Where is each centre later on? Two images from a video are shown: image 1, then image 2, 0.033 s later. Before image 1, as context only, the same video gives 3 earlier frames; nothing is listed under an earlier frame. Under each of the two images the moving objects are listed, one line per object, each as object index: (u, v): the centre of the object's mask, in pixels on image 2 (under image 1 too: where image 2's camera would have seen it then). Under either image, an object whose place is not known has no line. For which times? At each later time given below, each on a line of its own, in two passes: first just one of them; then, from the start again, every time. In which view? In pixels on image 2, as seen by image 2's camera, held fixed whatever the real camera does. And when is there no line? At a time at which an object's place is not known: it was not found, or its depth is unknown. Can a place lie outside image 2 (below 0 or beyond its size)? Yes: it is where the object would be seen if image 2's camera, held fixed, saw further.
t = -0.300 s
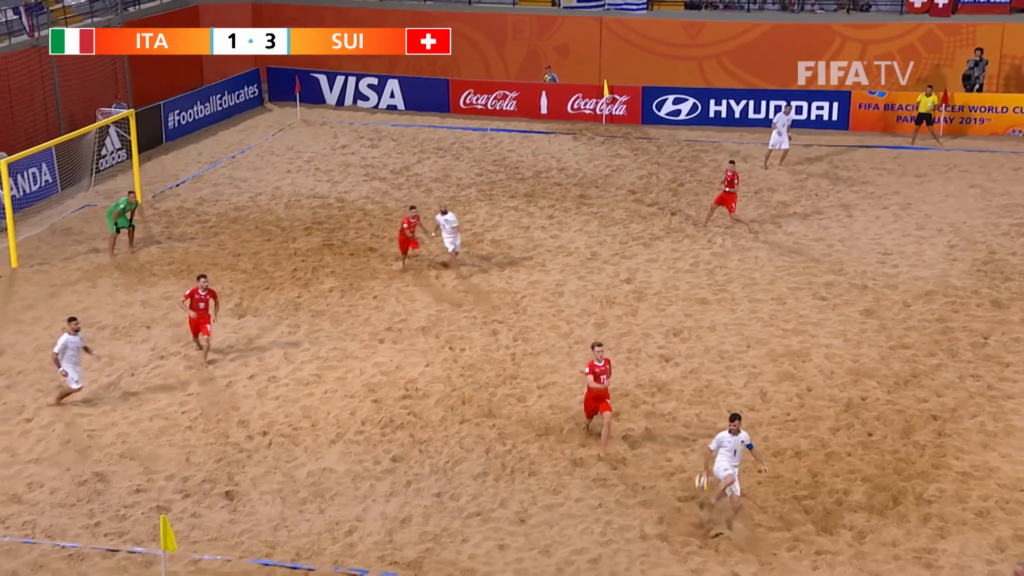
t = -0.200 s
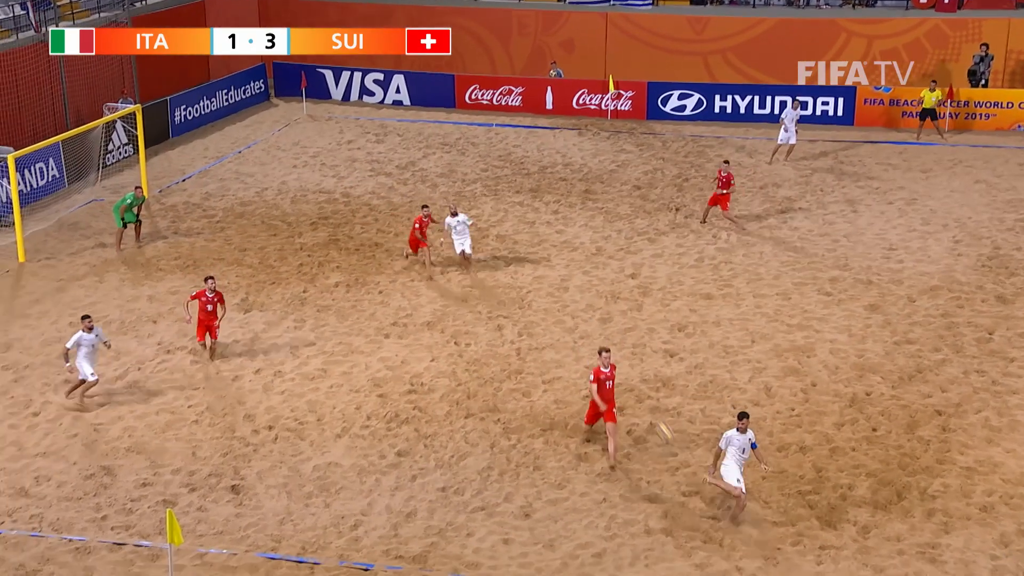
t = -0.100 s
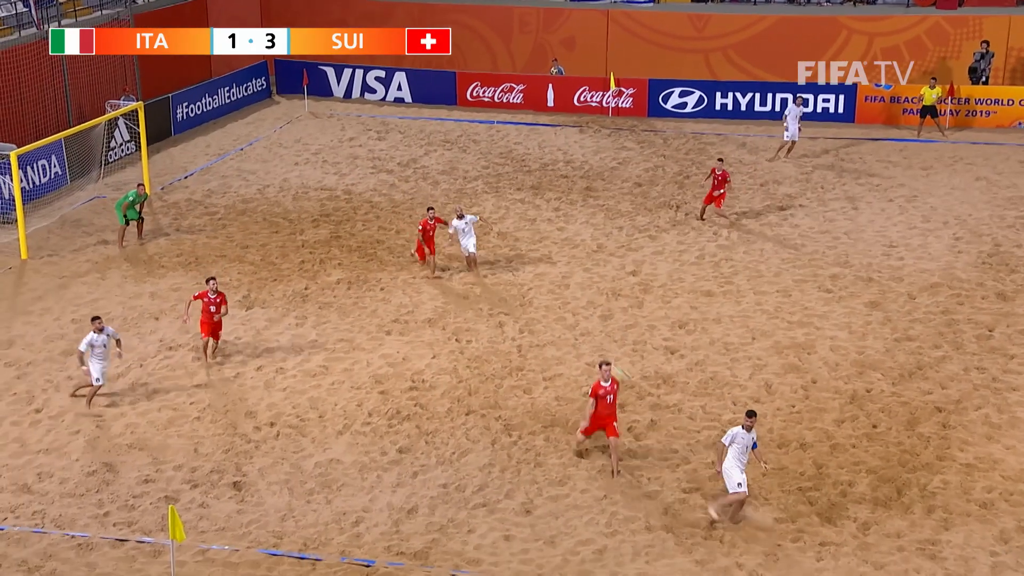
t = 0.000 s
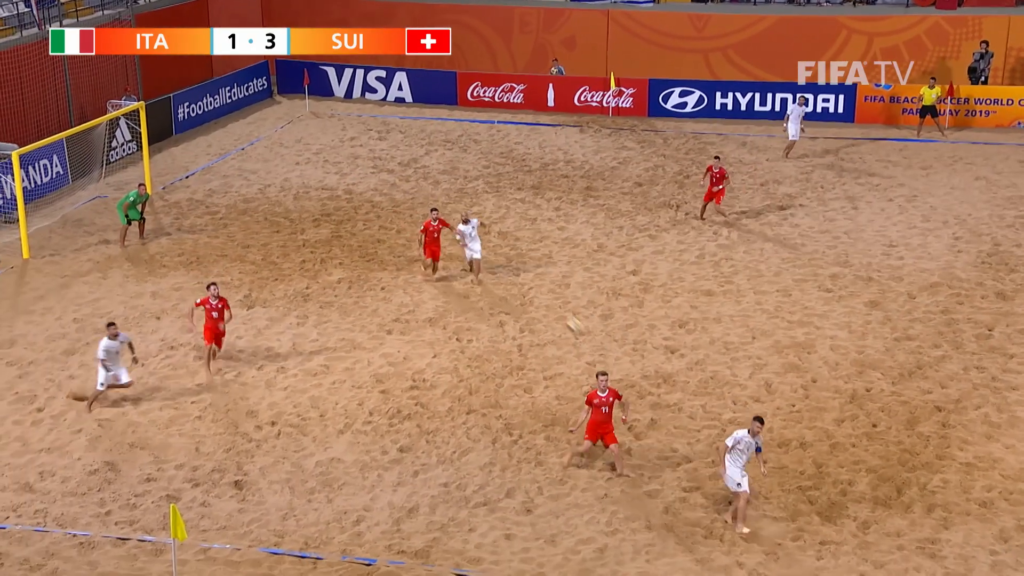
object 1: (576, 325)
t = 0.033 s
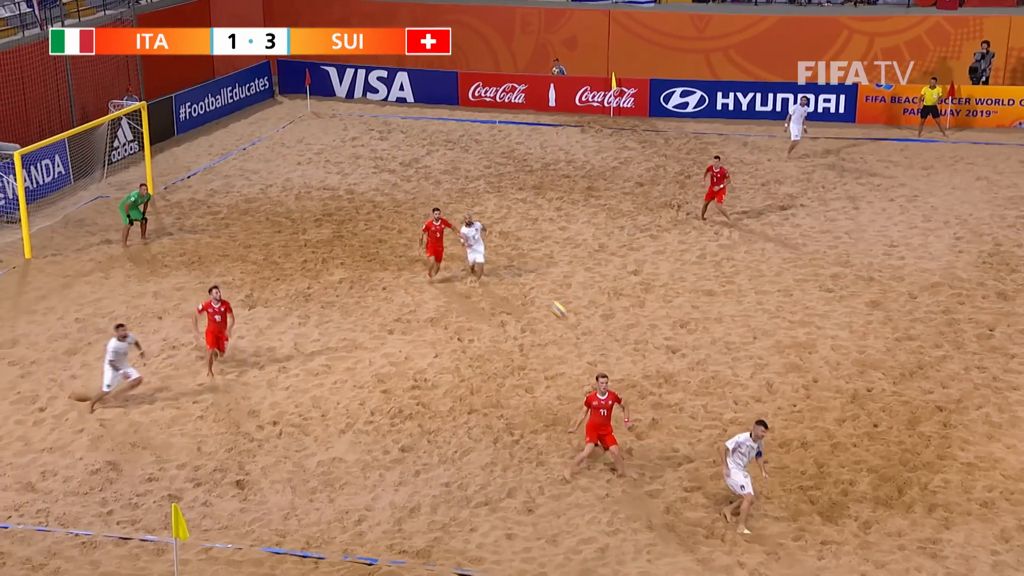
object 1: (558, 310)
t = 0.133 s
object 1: (517, 273)
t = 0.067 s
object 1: (550, 303)
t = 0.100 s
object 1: (533, 287)
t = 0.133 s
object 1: (517, 273)
